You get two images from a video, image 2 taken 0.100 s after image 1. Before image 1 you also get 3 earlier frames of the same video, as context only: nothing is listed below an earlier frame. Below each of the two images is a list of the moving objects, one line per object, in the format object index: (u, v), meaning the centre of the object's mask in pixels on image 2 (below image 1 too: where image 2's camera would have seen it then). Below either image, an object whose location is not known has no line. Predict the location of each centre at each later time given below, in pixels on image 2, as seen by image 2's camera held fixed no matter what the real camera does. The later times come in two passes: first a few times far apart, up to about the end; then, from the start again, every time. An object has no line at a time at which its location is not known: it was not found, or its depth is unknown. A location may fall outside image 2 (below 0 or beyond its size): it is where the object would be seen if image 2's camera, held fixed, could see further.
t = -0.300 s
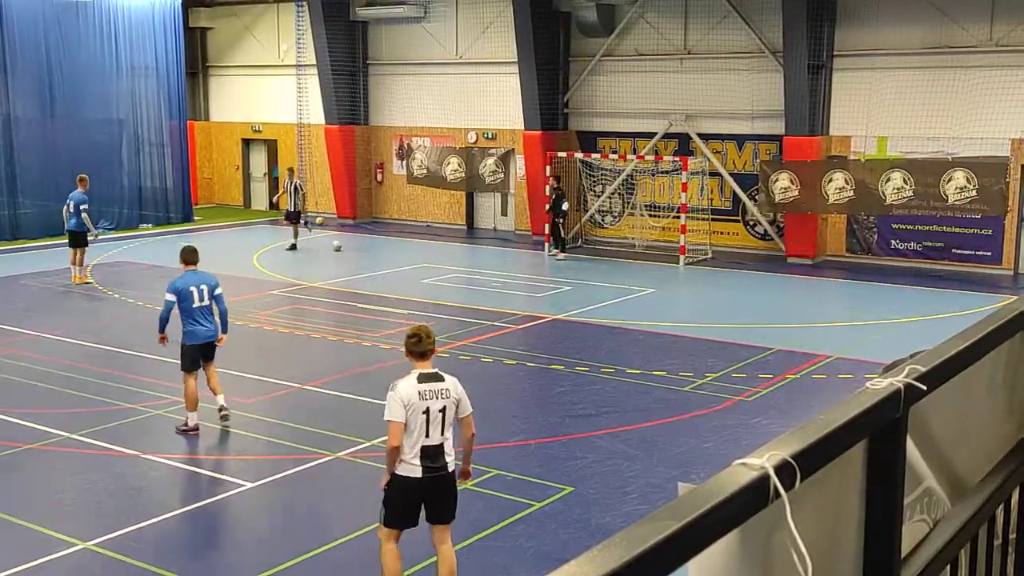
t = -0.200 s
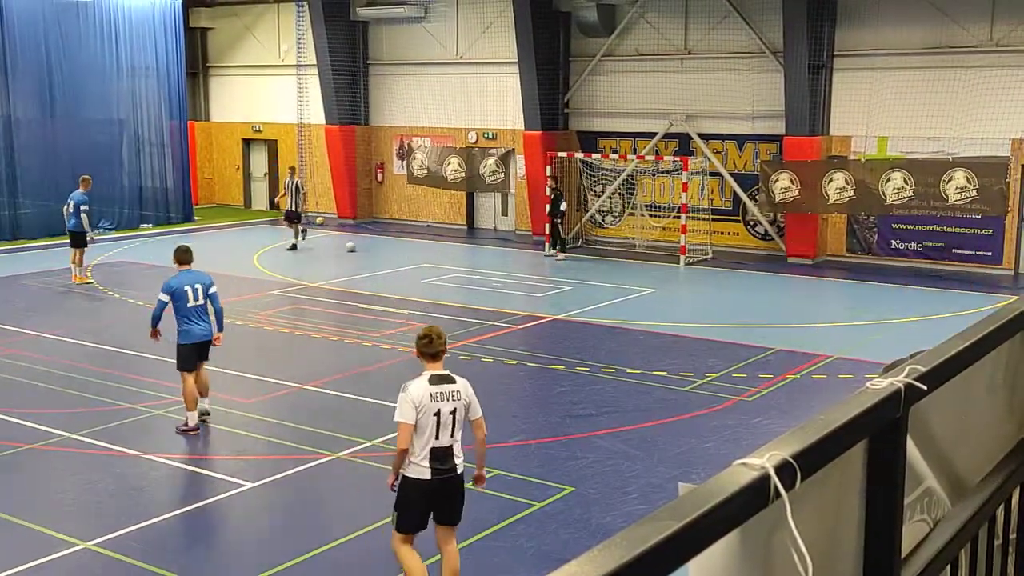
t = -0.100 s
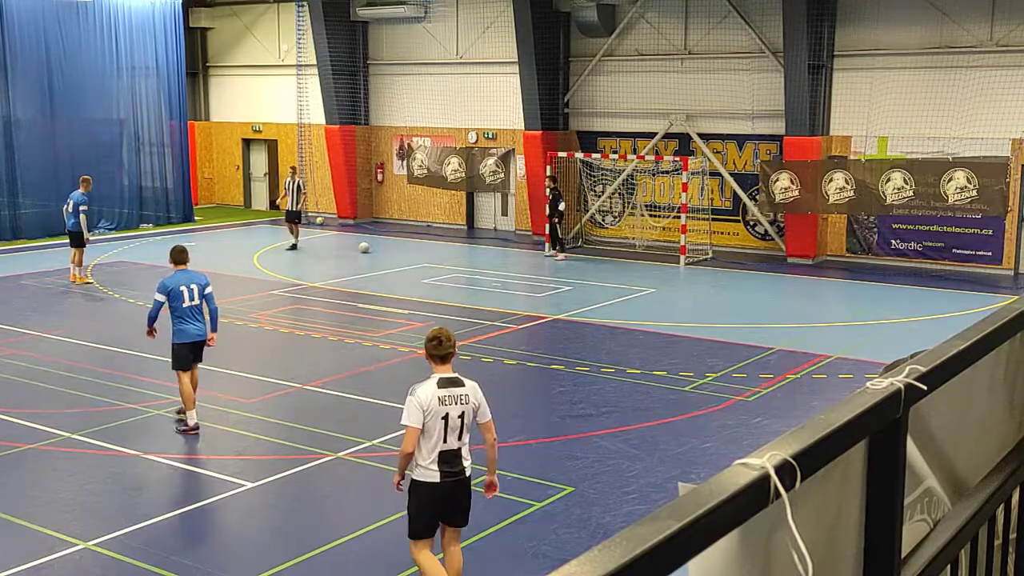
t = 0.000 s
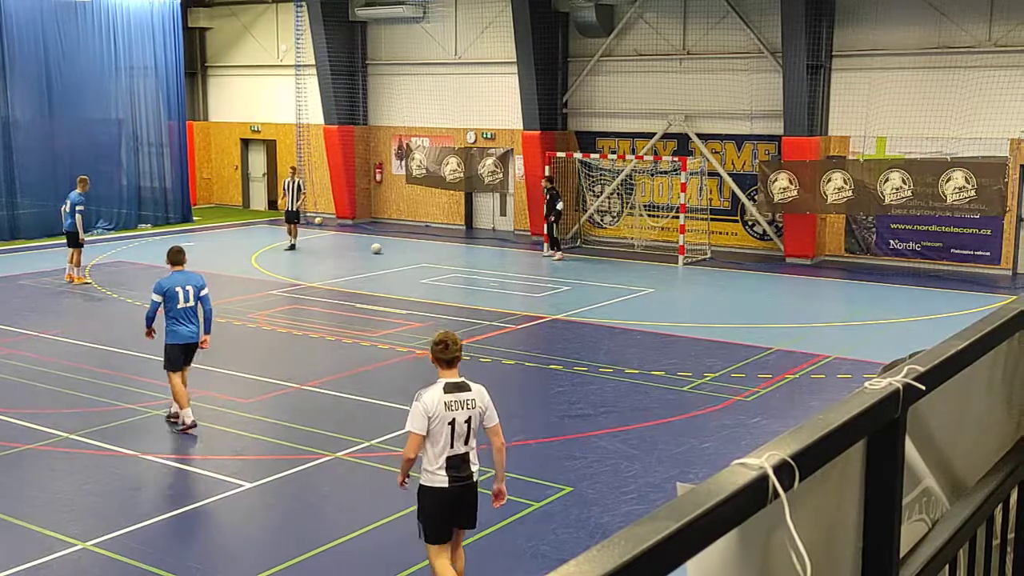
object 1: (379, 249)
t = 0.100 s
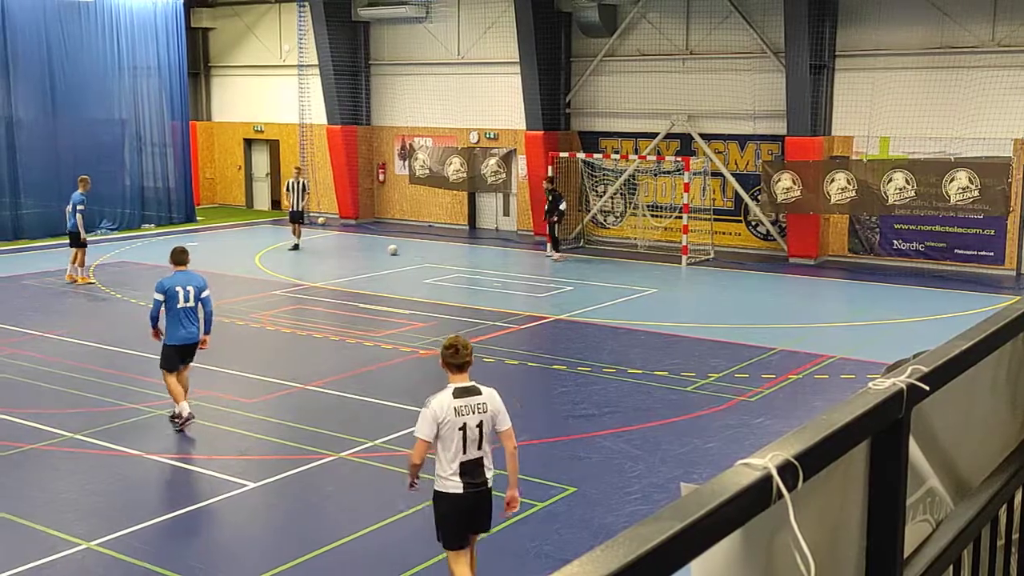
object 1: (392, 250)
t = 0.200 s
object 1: (407, 251)
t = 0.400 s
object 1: (434, 253)
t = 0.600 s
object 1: (462, 255)
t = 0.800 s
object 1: (490, 257)
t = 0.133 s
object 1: (397, 250)
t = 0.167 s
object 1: (401, 250)
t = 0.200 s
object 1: (407, 251)
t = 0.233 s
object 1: (411, 251)
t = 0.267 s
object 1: (416, 251)
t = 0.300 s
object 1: (420, 252)
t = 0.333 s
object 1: (424, 252)
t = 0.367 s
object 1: (429, 252)
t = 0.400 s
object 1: (434, 253)
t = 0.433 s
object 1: (439, 253)
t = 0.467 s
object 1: (443, 254)
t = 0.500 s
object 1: (448, 254)
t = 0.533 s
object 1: (452, 254)
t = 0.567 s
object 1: (457, 255)
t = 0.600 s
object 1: (462, 255)
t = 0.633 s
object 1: (467, 256)
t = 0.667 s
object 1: (469, 256)
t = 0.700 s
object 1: (475, 256)
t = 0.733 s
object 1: (481, 257)
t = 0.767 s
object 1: (485, 257)
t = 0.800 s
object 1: (490, 257)
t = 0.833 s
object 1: (494, 258)
